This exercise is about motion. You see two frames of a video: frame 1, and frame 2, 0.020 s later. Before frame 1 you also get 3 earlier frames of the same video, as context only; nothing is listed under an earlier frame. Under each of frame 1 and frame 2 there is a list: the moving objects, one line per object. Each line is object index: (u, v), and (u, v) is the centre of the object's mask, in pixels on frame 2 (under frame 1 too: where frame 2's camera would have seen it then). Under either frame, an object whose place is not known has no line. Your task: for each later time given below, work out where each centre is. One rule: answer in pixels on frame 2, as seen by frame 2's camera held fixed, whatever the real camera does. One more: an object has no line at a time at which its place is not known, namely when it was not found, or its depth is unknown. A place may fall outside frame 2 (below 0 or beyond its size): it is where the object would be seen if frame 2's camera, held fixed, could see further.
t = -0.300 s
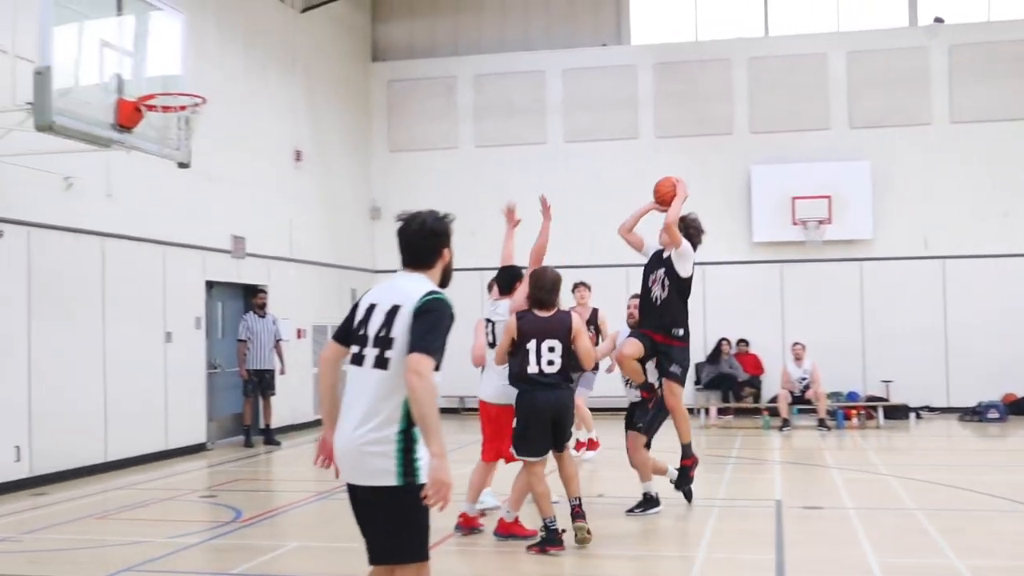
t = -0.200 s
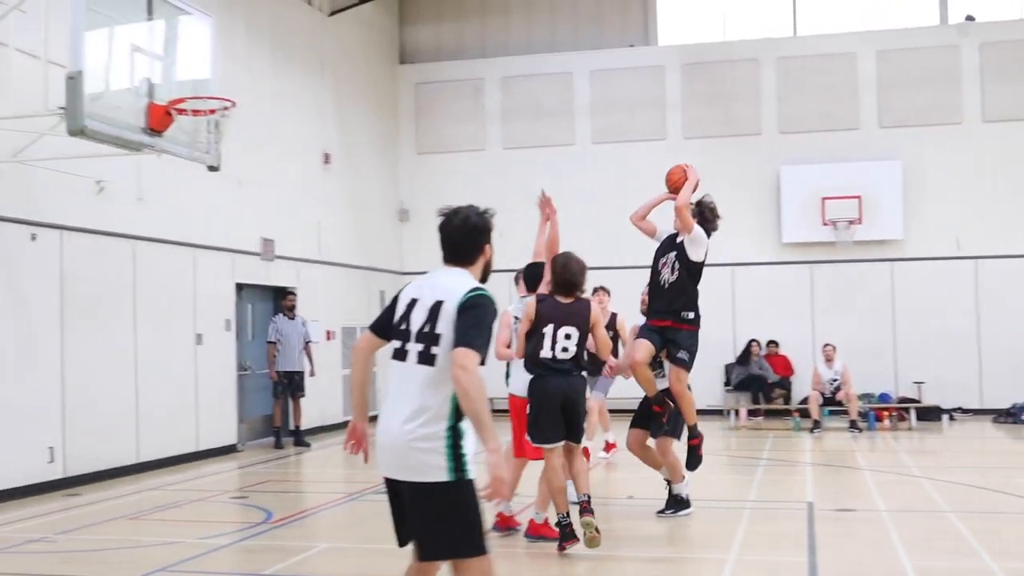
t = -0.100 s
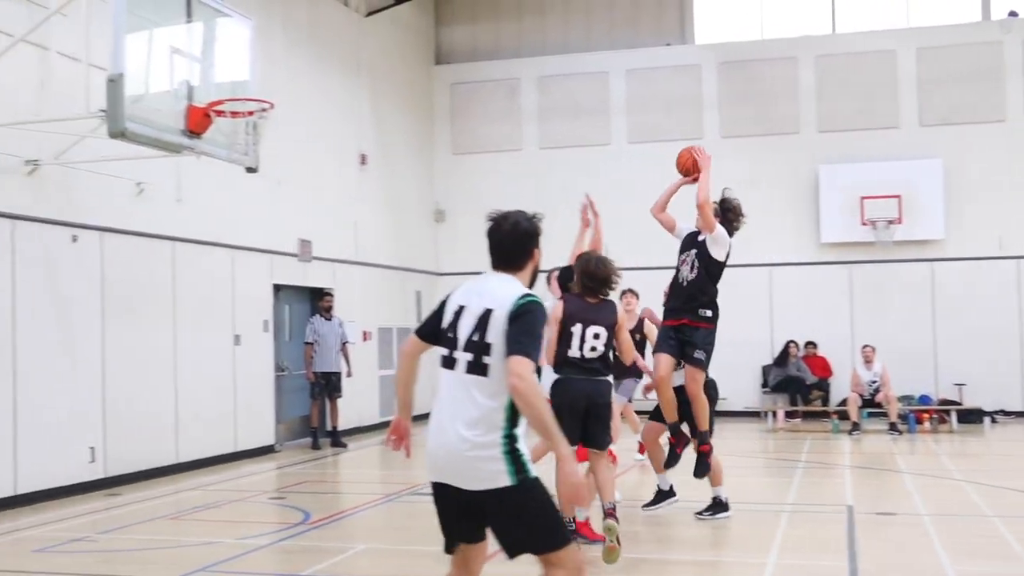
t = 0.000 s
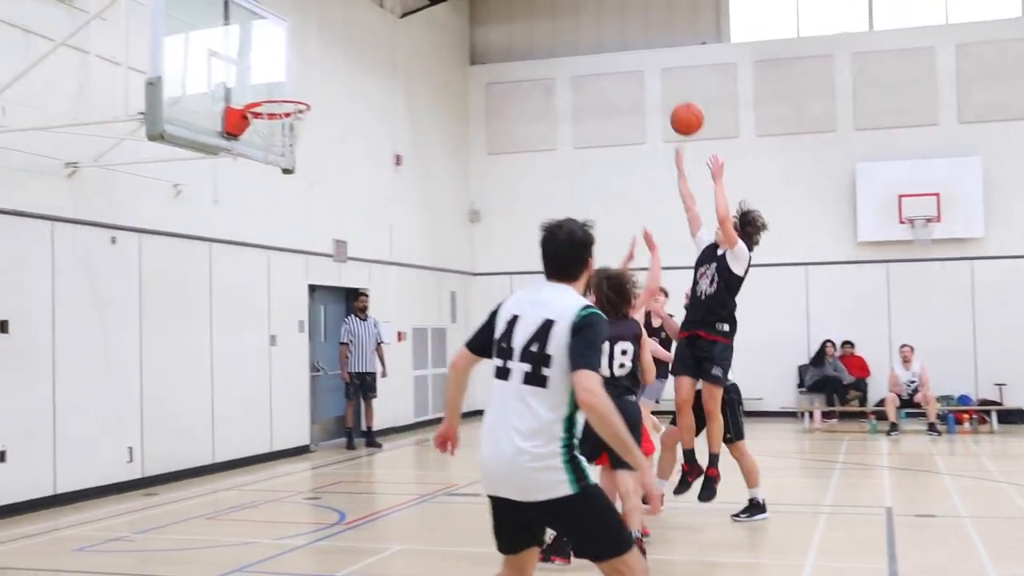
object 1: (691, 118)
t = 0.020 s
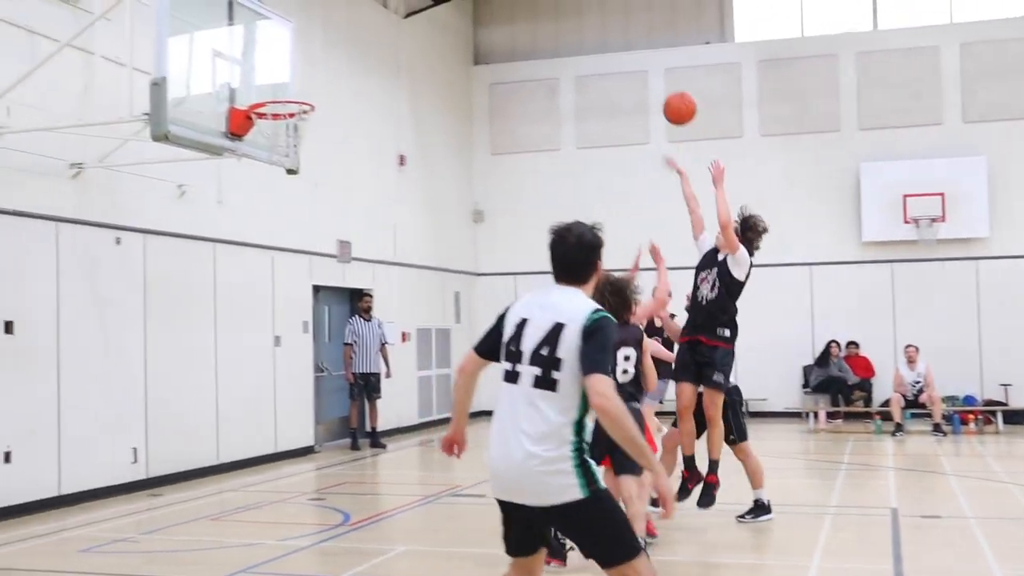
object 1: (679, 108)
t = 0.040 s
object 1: (667, 98)
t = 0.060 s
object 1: (655, 89)
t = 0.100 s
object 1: (634, 73)
